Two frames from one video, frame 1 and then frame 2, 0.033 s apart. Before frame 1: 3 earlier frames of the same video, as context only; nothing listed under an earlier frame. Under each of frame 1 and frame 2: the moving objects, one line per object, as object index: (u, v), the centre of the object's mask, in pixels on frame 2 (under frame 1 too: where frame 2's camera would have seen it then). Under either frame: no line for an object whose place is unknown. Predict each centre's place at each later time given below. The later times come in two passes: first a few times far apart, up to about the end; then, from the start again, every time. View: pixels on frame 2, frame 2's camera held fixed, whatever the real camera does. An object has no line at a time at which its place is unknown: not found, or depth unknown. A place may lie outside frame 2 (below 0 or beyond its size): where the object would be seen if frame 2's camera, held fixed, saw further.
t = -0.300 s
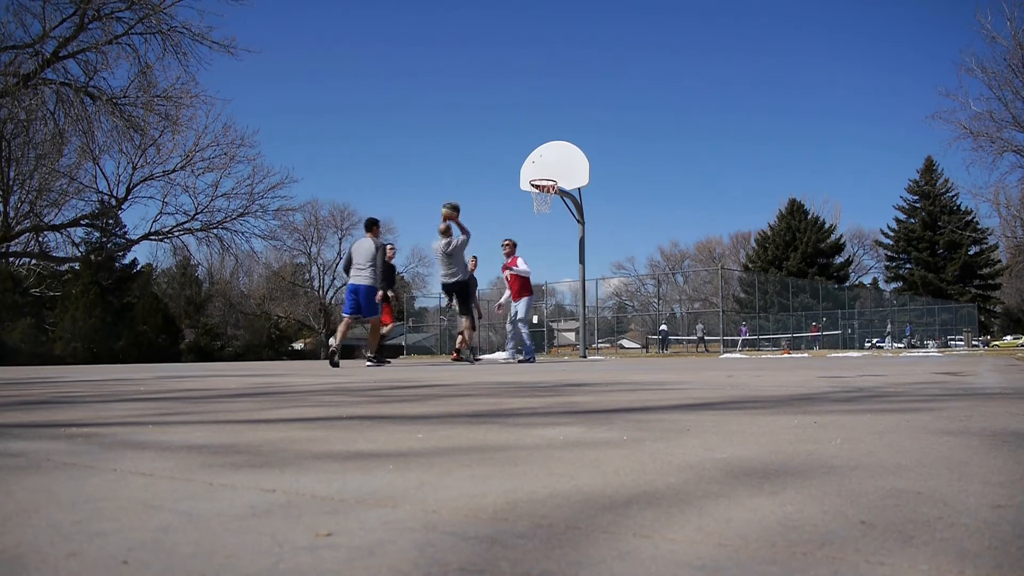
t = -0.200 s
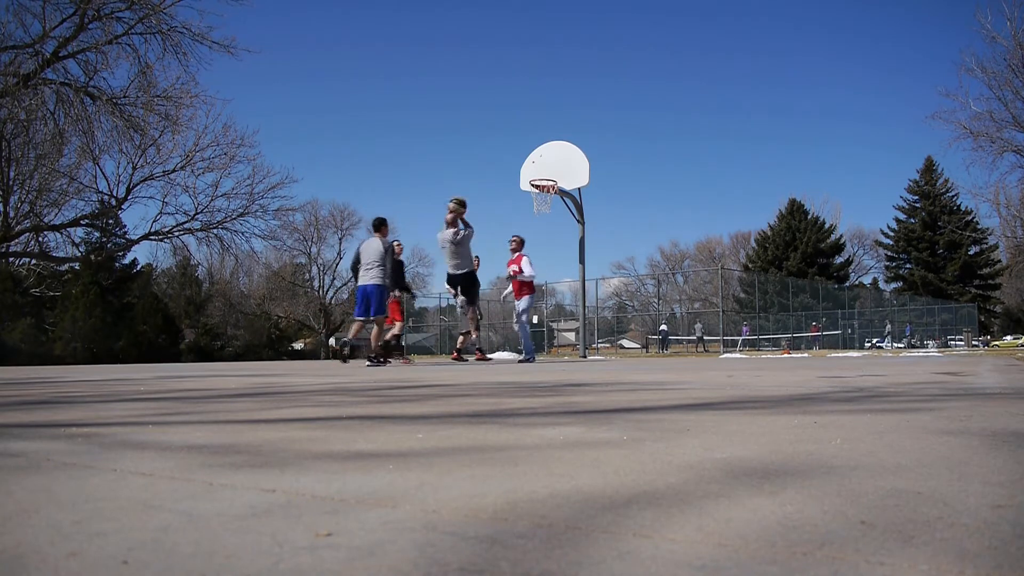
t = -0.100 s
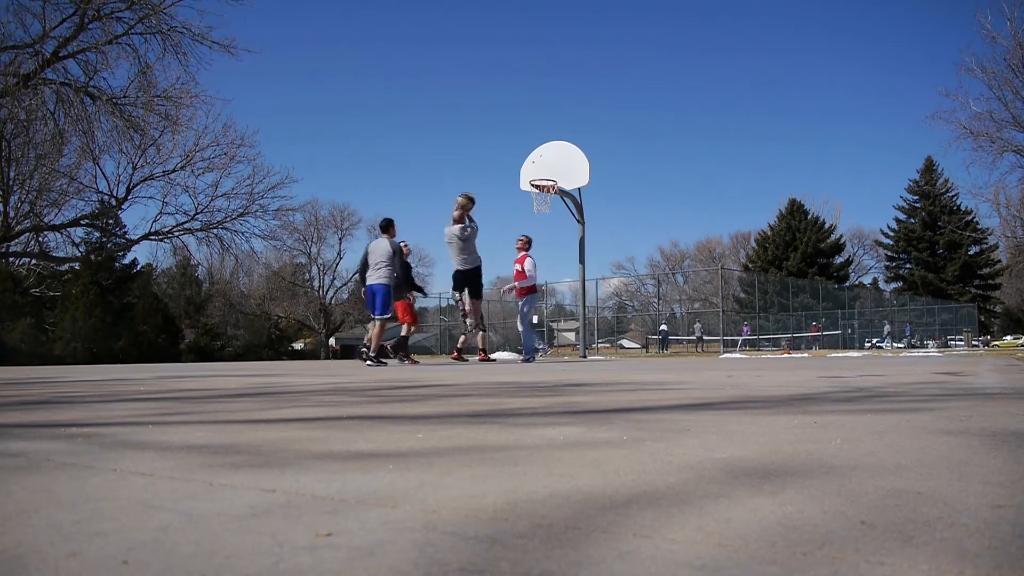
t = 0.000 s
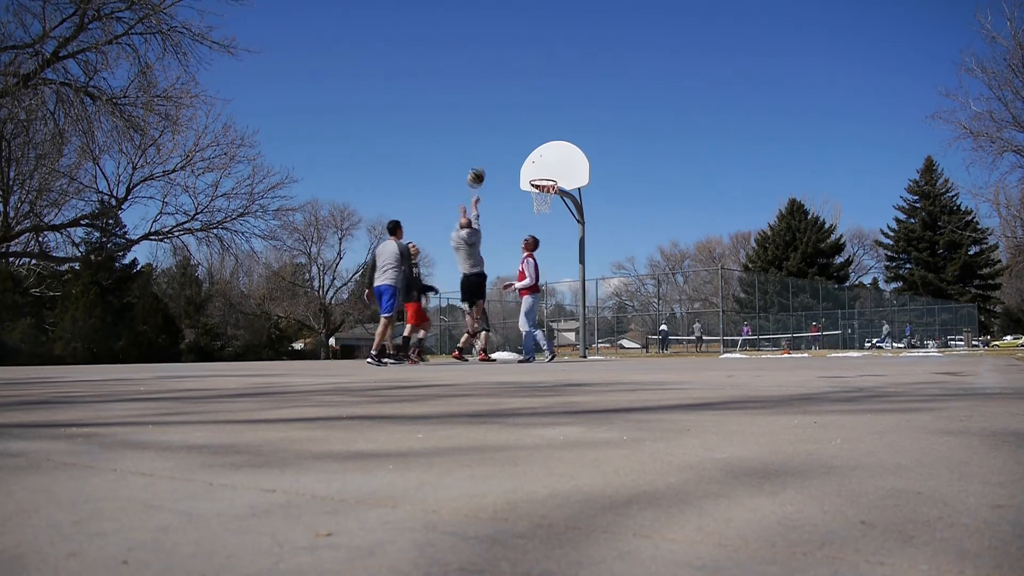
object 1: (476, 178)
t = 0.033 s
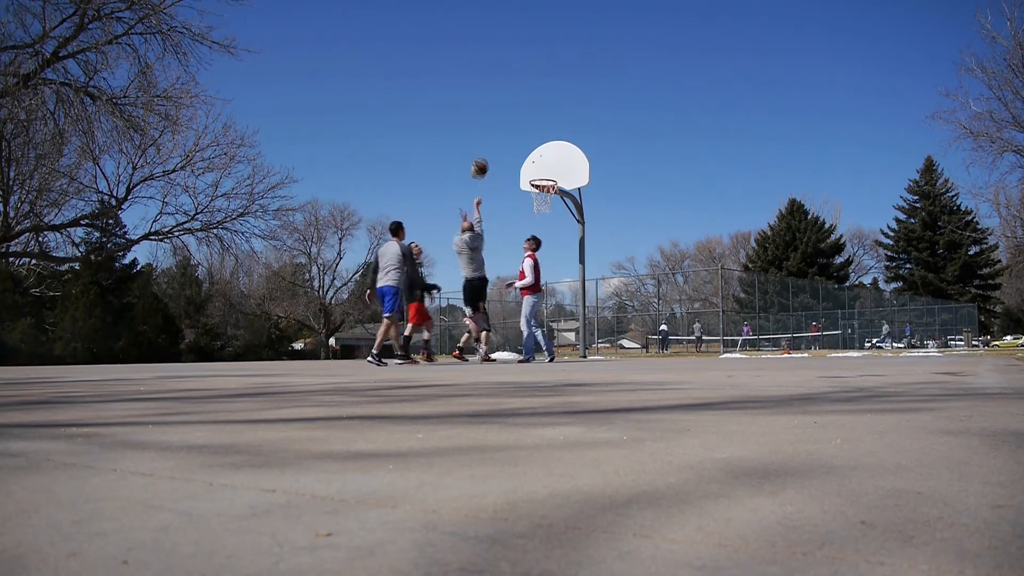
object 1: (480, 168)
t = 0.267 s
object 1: (501, 132)
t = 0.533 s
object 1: (522, 138)
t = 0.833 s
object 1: (543, 172)
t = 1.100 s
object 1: (570, 152)
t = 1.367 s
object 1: (597, 171)
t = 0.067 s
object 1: (483, 161)
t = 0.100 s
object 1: (486, 154)
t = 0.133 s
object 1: (490, 148)
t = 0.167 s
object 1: (493, 143)
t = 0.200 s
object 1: (496, 139)
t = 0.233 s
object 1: (498, 135)
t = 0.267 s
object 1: (501, 132)
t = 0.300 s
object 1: (504, 131)
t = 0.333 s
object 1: (507, 130)
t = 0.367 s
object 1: (510, 130)
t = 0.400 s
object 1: (513, 130)
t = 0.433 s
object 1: (515, 131)
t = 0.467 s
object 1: (518, 133)
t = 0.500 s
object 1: (520, 135)
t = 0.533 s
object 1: (522, 138)
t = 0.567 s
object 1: (525, 142)
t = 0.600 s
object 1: (527, 146)
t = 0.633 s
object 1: (529, 150)
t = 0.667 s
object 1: (531, 155)
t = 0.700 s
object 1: (534, 161)
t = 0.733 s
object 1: (536, 167)
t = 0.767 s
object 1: (538, 173)
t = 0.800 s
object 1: (540, 177)
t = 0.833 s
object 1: (543, 172)
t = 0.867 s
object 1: (547, 168)
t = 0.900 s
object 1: (550, 164)
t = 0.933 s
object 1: (553, 161)
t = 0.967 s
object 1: (556, 157)
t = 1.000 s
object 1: (560, 156)
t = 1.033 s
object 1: (563, 154)
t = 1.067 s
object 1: (567, 152)
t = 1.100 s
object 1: (570, 152)
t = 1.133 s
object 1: (573, 152)
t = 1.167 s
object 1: (577, 153)
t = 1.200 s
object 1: (580, 154)
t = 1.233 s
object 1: (584, 156)
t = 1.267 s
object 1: (587, 159)
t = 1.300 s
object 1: (590, 162)
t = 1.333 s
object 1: (594, 166)
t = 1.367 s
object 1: (597, 171)
